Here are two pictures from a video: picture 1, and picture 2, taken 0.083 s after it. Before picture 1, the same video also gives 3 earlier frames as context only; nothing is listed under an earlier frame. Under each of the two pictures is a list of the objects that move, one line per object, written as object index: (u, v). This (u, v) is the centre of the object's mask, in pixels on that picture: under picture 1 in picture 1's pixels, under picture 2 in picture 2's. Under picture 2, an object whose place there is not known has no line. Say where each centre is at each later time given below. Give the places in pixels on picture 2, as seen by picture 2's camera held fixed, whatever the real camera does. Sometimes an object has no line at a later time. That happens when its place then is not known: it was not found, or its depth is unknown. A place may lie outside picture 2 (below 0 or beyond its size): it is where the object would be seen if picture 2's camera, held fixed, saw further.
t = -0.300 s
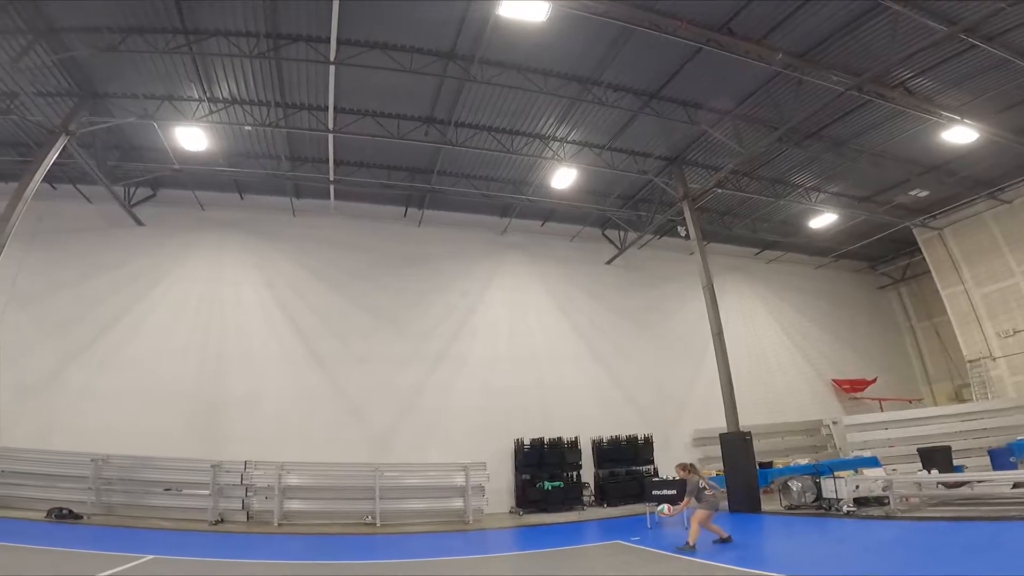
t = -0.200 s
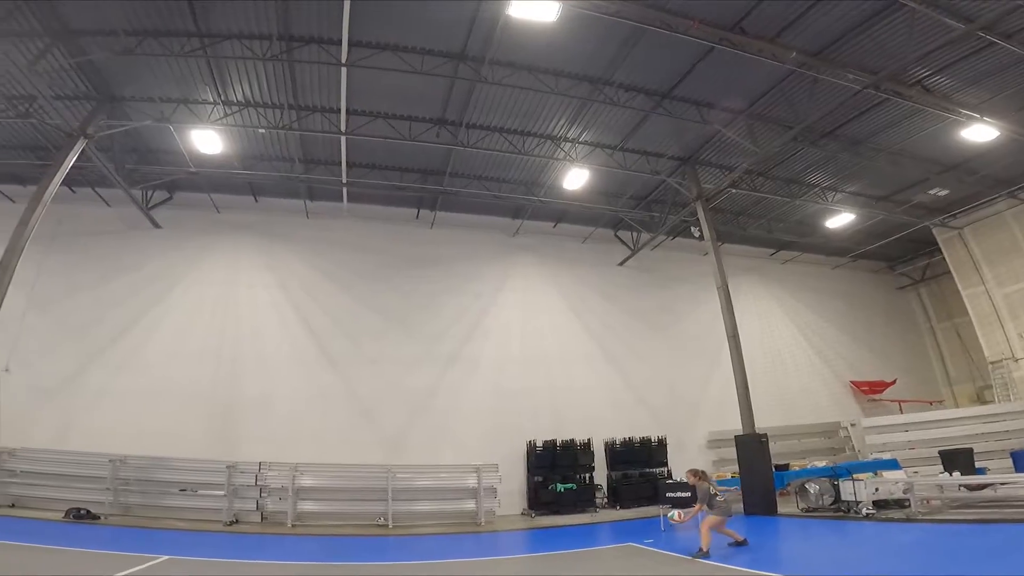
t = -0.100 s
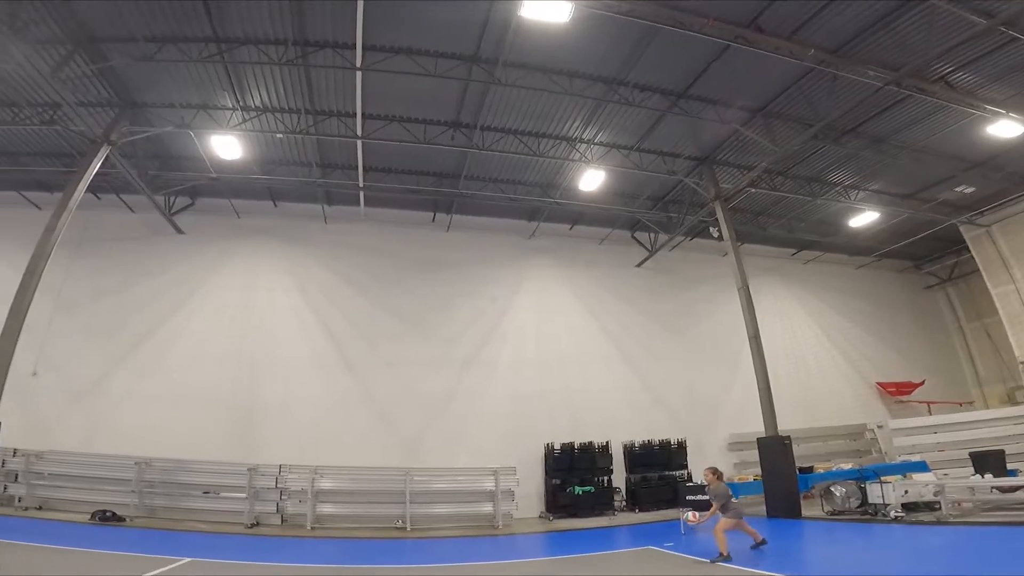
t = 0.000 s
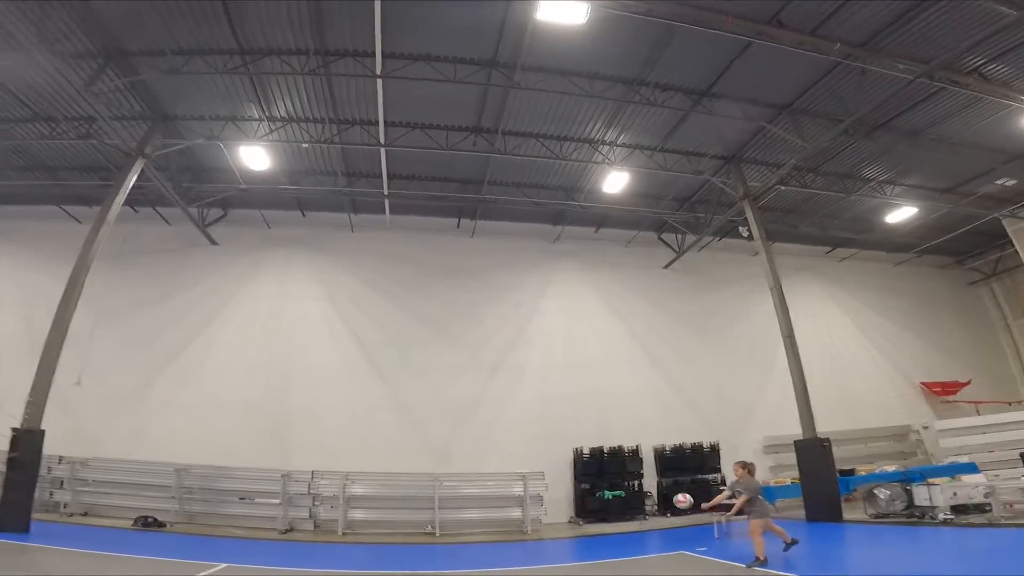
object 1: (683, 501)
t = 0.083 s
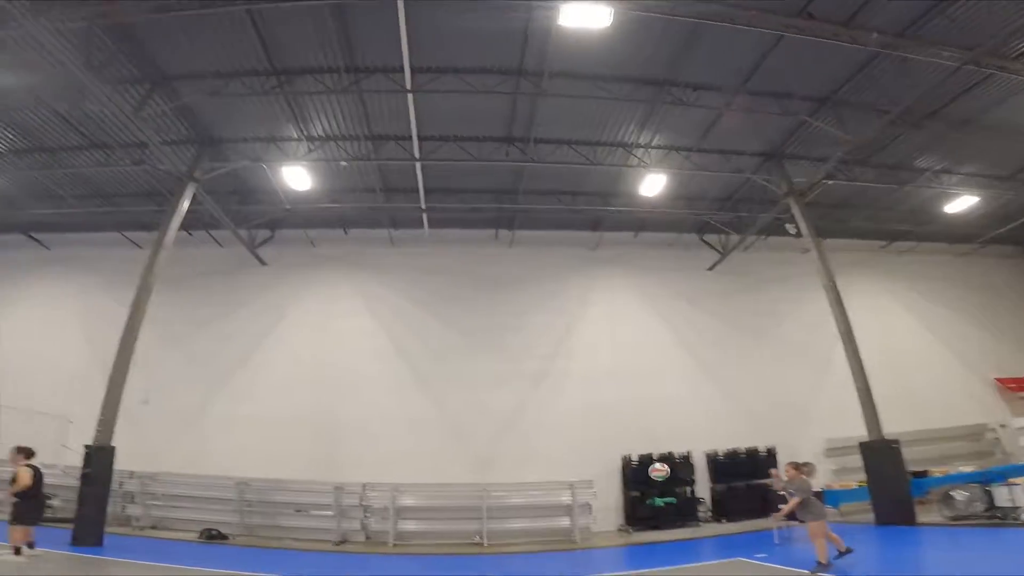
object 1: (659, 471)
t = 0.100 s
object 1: (642, 463)
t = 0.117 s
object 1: (624, 456)
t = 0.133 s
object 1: (606, 448)
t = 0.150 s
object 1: (587, 439)
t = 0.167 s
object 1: (568, 430)
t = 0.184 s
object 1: (548, 422)
